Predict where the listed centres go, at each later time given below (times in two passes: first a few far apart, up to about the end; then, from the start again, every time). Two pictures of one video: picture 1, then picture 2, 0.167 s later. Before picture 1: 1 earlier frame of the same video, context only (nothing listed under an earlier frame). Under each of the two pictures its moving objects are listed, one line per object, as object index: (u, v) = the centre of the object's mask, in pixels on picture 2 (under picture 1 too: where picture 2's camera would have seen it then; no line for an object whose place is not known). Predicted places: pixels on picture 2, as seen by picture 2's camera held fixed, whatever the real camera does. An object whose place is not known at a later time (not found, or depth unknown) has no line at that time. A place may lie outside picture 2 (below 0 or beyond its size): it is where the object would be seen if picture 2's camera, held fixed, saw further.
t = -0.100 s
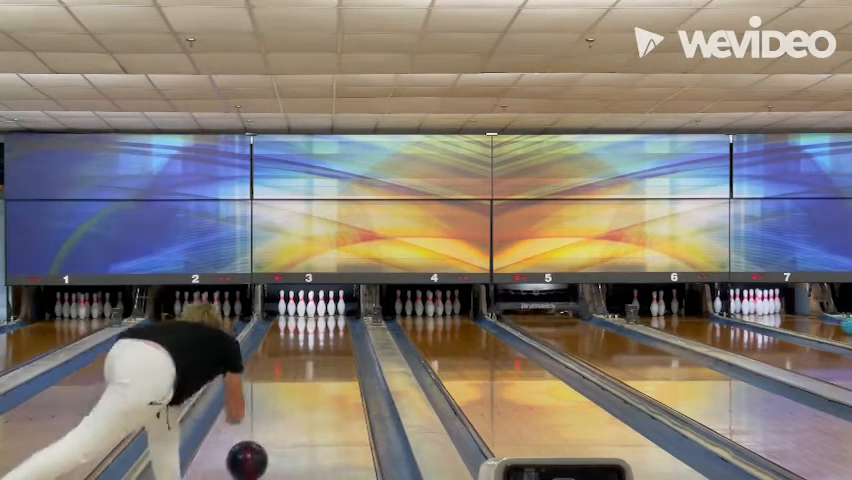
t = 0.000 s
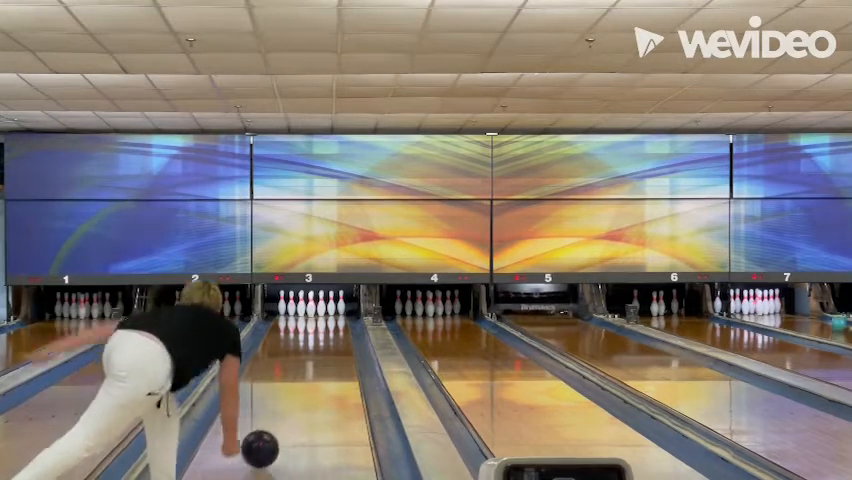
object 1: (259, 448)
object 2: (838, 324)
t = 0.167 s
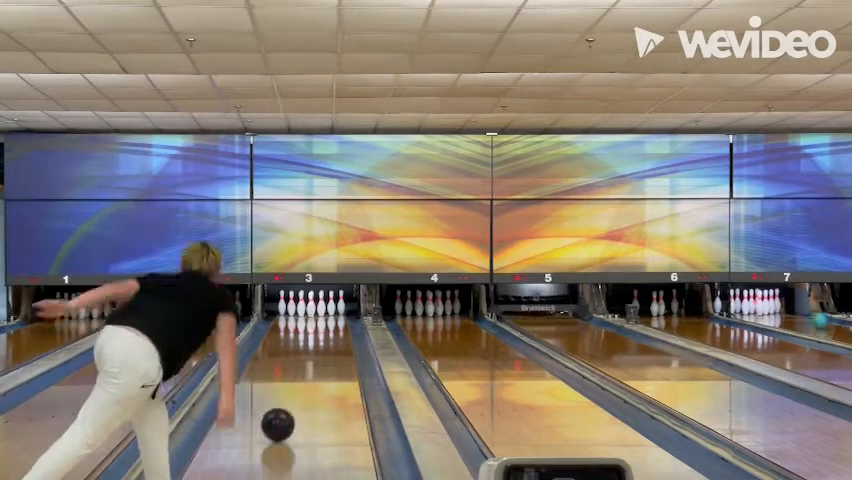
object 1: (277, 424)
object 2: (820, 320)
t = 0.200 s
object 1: (280, 420)
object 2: (815, 320)
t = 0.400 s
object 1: (295, 397)
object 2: (794, 315)
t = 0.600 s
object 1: (306, 379)
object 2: (775, 313)
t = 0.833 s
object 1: (314, 363)
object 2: (755, 309)
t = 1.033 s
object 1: (319, 351)
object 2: (739, 307)
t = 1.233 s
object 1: (323, 342)
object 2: (727, 304)
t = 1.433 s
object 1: (324, 334)
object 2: (720, 307)
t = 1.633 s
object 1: (325, 327)
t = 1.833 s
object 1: (323, 321)
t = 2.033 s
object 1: (321, 316)
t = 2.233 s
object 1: (315, 311)
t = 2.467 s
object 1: (306, 309)
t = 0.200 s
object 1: (280, 420)
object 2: (815, 320)
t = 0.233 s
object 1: (283, 416)
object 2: (811, 318)
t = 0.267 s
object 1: (286, 411)
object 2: (807, 317)
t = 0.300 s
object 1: (288, 408)
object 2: (804, 318)
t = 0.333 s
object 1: (291, 404)
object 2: (800, 316)
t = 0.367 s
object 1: (293, 400)
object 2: (797, 315)
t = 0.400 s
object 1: (295, 397)
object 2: (794, 315)
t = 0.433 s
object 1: (297, 394)
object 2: (791, 314)
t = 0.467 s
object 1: (299, 391)
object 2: (788, 314)
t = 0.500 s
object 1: (301, 387)
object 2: (784, 314)
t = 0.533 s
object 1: (302, 385)
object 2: (782, 313)
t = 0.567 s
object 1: (304, 382)
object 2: (778, 313)
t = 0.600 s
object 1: (306, 379)
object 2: (775, 313)
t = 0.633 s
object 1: (307, 376)
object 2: (773, 312)
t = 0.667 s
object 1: (308, 373)
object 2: (769, 312)
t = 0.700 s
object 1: (310, 371)
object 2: (766, 311)
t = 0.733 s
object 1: (311, 369)
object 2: (763, 310)
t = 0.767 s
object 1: (312, 367)
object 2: (760, 310)
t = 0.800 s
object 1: (313, 365)
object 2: (758, 310)
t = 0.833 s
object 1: (314, 363)
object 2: (755, 309)
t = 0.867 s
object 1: (315, 361)
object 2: (752, 309)
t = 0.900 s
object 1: (316, 359)
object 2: (748, 307)
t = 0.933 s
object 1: (317, 357)
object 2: (746, 307)
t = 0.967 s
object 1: (317, 355)
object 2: (742, 307)
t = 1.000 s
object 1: (318, 353)
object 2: (741, 307)
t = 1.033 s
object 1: (319, 351)
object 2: (739, 307)
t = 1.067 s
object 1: (320, 350)
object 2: (738, 307)
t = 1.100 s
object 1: (320, 348)
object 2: (736, 306)
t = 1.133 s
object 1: (321, 347)
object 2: (735, 307)
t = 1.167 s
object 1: (322, 345)
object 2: (735, 307)
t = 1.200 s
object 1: (322, 344)
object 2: (731, 306)
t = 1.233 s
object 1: (323, 342)
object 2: (727, 304)
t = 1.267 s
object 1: (323, 341)
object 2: (726, 306)
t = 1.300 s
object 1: (323, 339)
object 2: (725, 305)
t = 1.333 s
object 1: (323, 338)
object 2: (723, 306)
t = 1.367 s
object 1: (324, 336)
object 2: (720, 306)
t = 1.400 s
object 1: (324, 335)
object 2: (721, 306)
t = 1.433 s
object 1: (324, 334)
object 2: (720, 307)
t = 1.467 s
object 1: (324, 333)
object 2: (719, 307)
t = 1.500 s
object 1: (324, 332)
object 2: (719, 306)
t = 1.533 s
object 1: (324, 331)
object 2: (718, 307)
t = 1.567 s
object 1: (325, 329)
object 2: (717, 308)
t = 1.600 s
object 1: (325, 328)
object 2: (715, 308)
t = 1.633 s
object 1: (325, 327)
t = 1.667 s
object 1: (324, 326)
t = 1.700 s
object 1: (324, 325)
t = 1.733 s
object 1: (324, 324)
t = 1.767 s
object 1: (324, 323)
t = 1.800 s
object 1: (324, 322)
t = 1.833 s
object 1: (323, 321)
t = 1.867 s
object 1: (323, 320)
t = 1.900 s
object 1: (322, 319)
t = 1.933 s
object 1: (322, 319)
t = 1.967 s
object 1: (322, 318)
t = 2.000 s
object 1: (321, 317)
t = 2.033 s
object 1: (321, 316)
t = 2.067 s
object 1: (320, 315)
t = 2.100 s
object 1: (319, 315)
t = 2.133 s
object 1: (318, 314)
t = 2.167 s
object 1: (317, 313)
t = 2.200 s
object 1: (316, 312)
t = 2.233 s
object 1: (315, 311)
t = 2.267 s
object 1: (313, 310)
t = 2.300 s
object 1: (313, 310)
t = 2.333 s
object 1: (313, 310)
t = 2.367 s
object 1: (313, 310)
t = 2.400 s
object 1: (311, 310)
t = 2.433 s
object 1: (310, 309)
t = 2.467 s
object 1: (306, 309)
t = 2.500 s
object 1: (303, 309)
